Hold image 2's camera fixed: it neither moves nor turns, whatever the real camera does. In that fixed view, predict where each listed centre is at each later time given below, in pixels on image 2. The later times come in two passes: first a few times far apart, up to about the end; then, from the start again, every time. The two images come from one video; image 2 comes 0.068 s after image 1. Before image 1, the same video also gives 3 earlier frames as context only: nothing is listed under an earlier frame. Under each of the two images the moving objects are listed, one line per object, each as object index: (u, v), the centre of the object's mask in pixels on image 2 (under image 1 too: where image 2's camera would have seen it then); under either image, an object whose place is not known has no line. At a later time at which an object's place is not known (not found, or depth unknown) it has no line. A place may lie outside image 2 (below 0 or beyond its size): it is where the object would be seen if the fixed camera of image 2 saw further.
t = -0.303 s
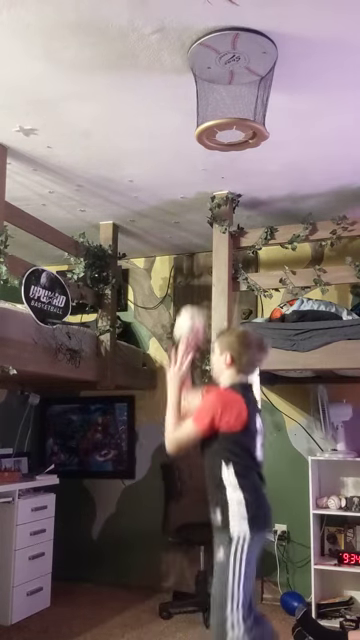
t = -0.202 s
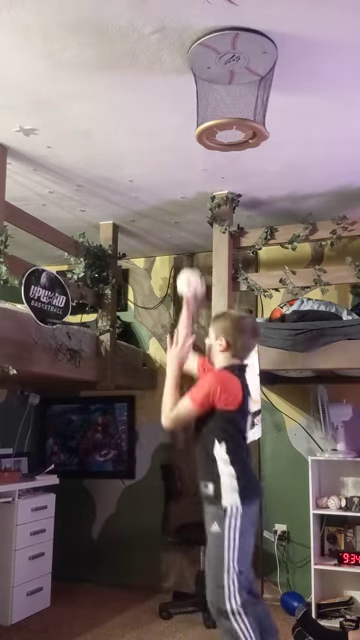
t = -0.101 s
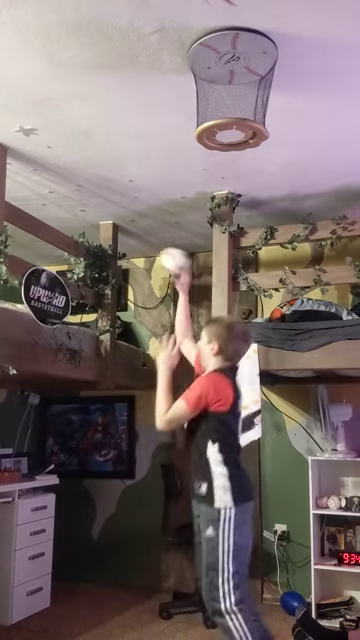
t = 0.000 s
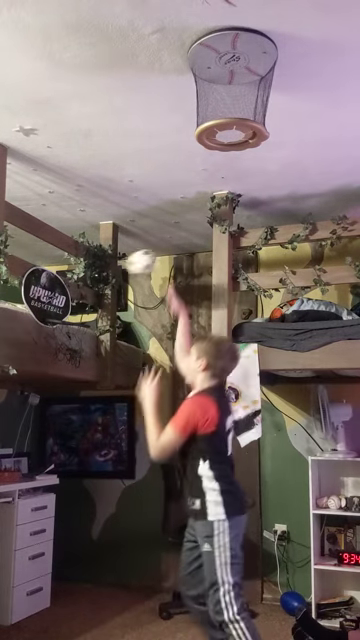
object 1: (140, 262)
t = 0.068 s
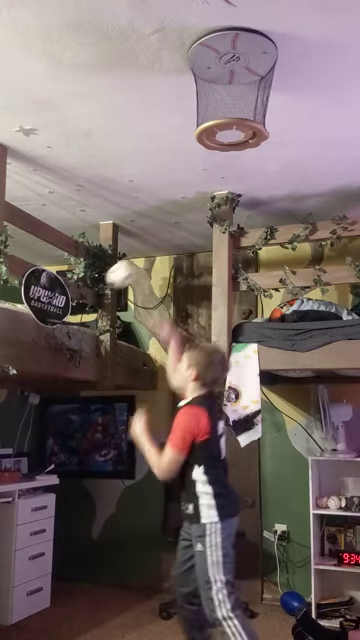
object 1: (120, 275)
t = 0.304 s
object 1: (70, 336)
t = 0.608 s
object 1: (69, 342)
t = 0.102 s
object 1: (111, 284)
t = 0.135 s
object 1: (102, 294)
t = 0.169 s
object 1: (93, 304)
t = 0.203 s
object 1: (86, 319)
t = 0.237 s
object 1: (77, 335)
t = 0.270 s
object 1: (73, 337)
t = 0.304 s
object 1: (70, 336)
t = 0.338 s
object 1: (69, 335)
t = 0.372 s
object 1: (67, 330)
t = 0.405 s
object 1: (65, 329)
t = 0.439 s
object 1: (65, 329)
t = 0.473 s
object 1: (65, 329)
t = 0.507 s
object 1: (67, 334)
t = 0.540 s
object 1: (68, 335)
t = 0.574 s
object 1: (68, 337)
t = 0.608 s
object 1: (69, 342)
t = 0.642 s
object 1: (69, 350)
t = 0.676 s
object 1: (69, 358)
